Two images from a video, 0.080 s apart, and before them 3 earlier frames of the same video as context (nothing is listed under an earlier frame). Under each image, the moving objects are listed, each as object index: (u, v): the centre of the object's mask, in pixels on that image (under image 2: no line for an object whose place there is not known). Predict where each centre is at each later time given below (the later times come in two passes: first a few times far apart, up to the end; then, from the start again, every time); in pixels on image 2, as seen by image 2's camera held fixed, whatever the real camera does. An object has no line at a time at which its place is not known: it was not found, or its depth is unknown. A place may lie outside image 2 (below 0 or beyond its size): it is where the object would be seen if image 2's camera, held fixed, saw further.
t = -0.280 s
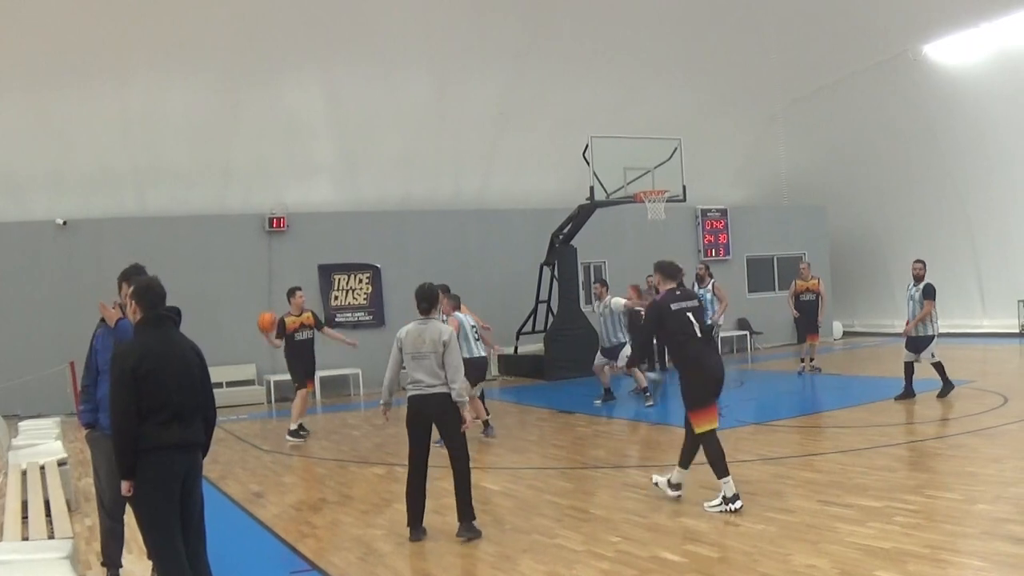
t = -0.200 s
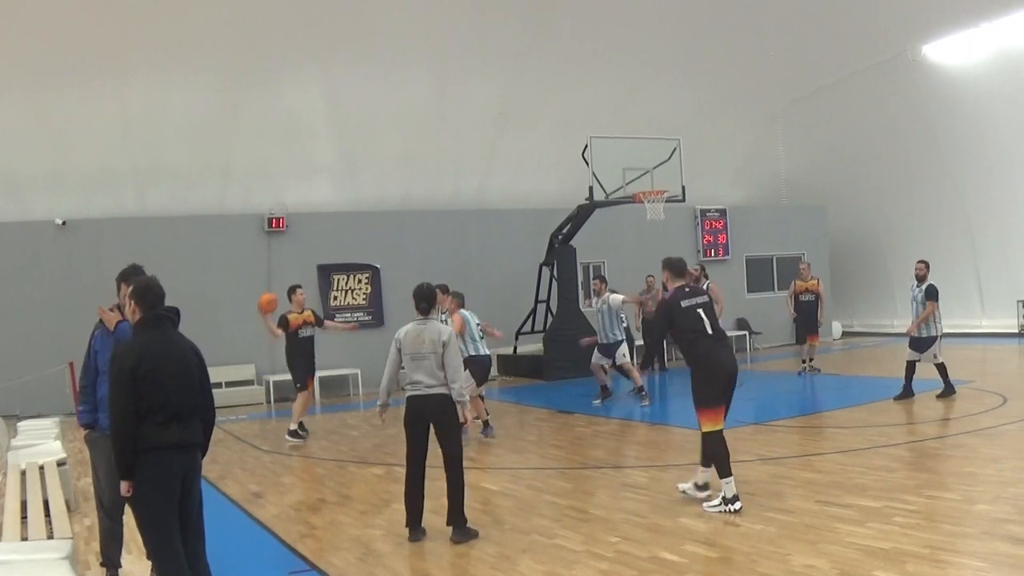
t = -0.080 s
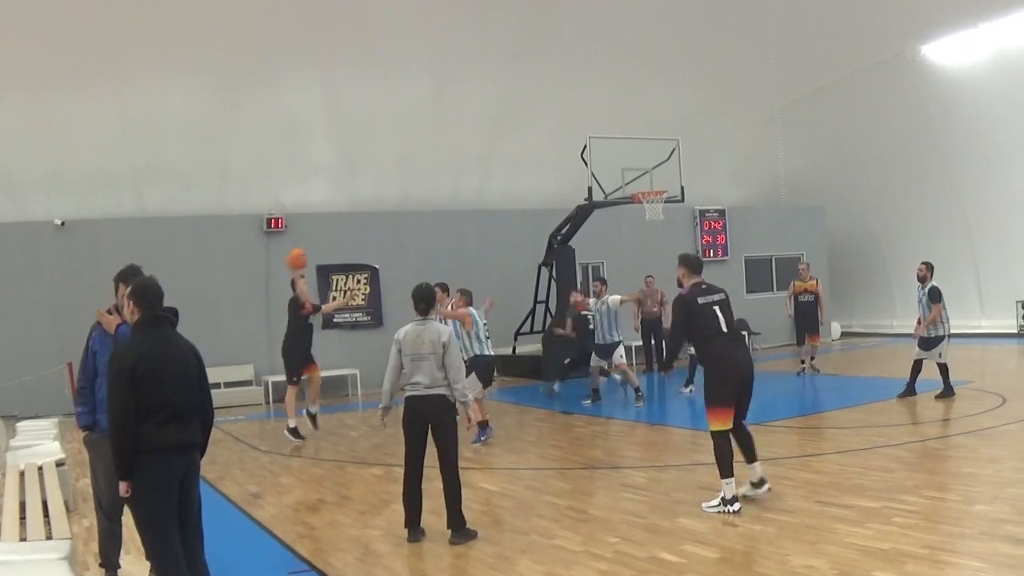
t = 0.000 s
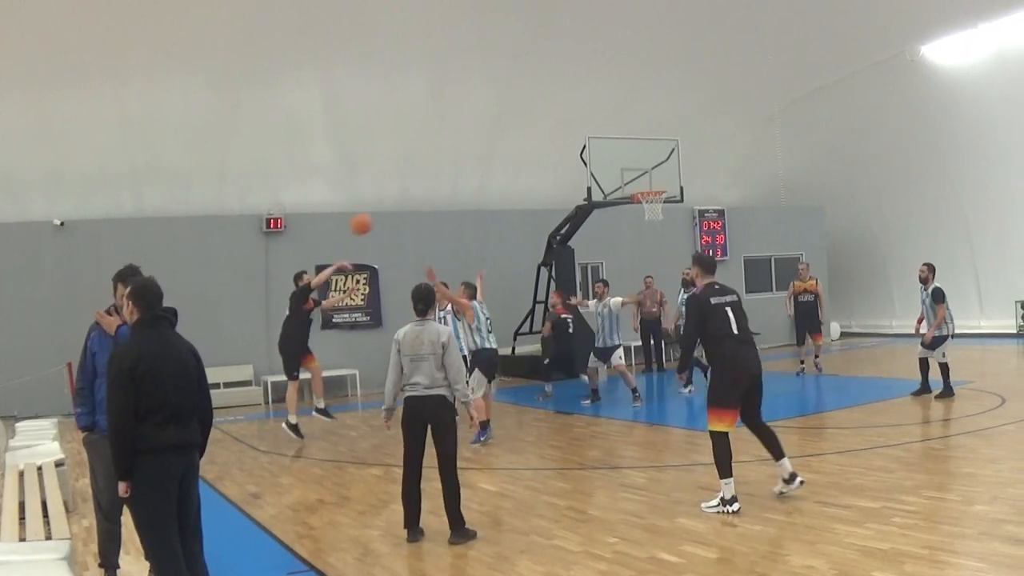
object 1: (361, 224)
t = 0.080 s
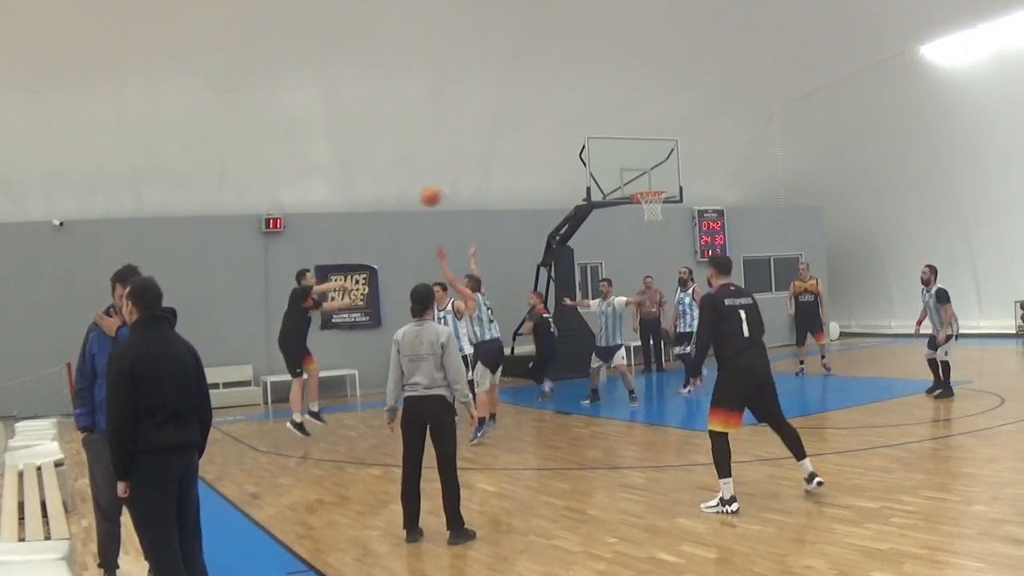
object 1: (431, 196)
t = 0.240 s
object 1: (564, 157)
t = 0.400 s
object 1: (680, 141)
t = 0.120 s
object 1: (464, 184)
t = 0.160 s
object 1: (499, 173)
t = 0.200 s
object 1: (532, 165)
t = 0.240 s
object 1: (564, 157)
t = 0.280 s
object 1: (595, 151)
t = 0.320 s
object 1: (626, 147)
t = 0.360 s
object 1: (653, 144)
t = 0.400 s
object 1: (680, 141)
